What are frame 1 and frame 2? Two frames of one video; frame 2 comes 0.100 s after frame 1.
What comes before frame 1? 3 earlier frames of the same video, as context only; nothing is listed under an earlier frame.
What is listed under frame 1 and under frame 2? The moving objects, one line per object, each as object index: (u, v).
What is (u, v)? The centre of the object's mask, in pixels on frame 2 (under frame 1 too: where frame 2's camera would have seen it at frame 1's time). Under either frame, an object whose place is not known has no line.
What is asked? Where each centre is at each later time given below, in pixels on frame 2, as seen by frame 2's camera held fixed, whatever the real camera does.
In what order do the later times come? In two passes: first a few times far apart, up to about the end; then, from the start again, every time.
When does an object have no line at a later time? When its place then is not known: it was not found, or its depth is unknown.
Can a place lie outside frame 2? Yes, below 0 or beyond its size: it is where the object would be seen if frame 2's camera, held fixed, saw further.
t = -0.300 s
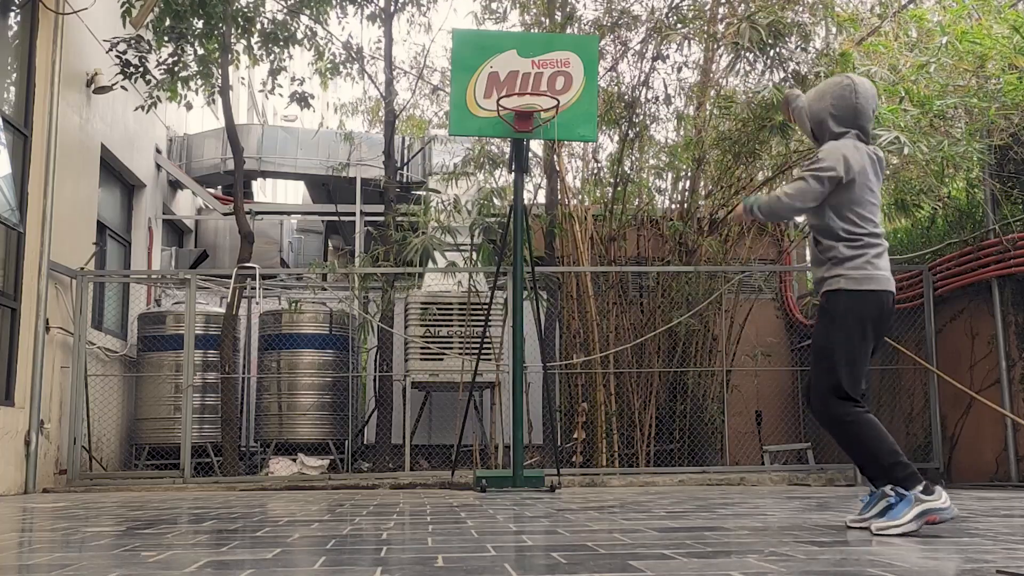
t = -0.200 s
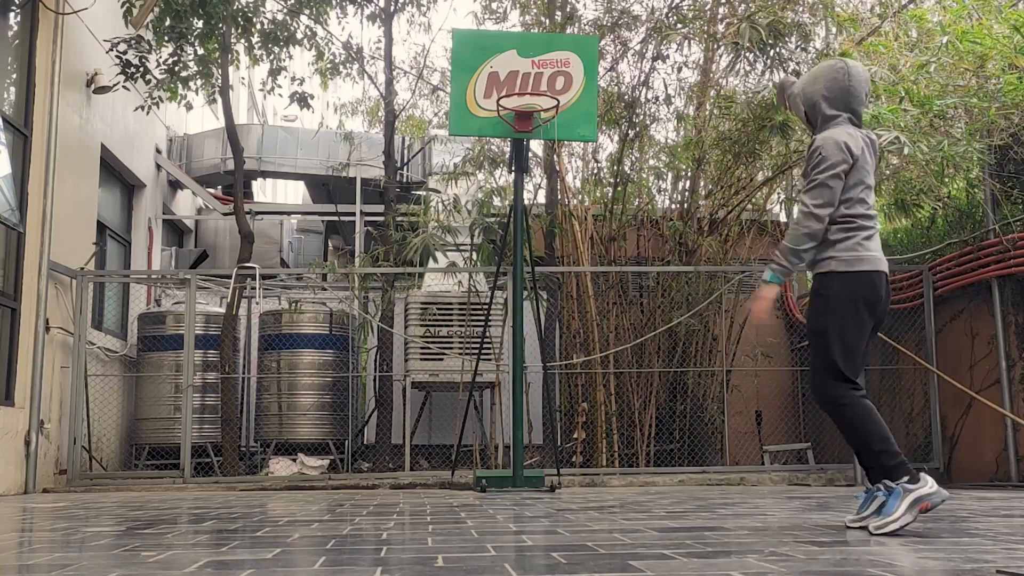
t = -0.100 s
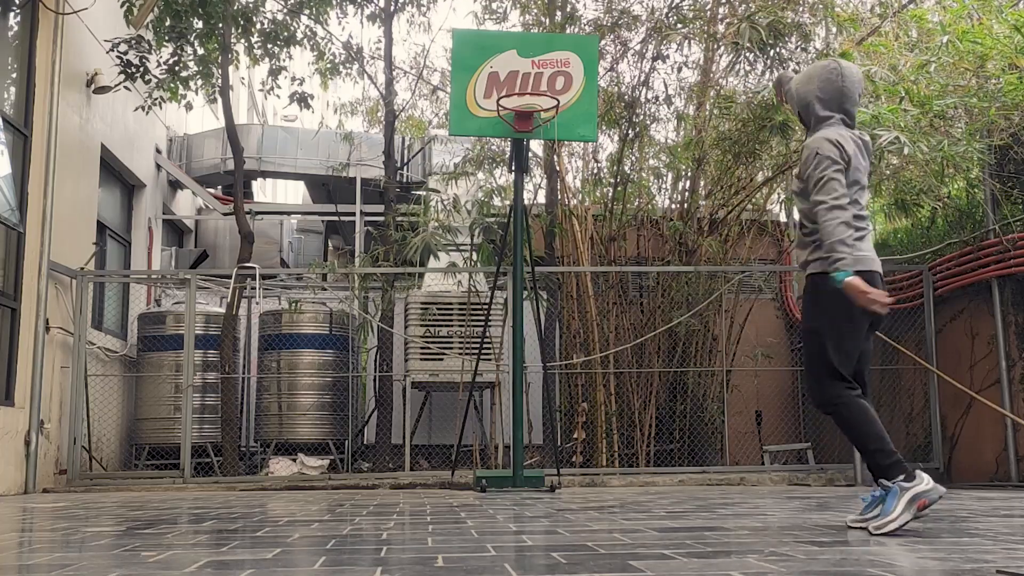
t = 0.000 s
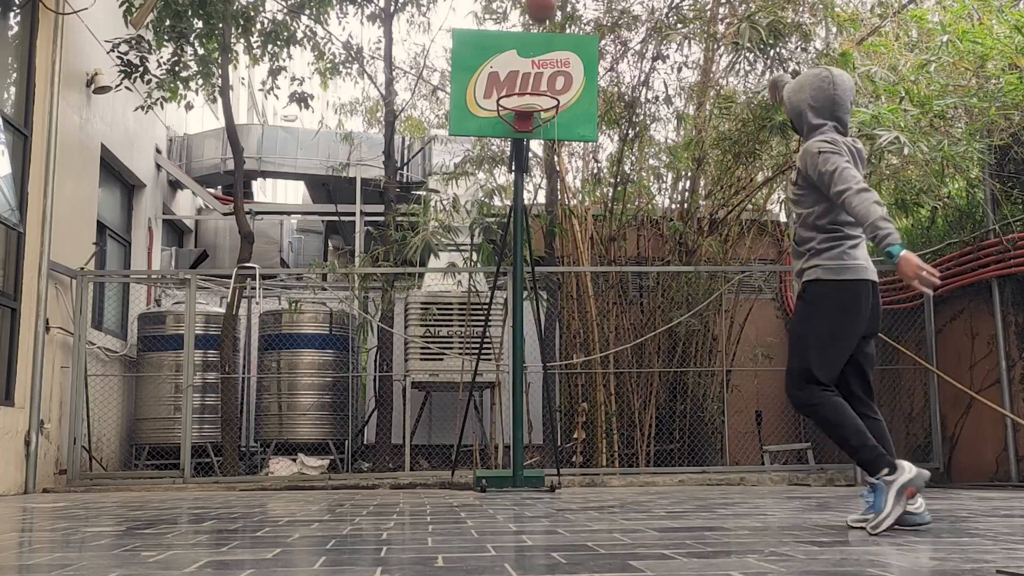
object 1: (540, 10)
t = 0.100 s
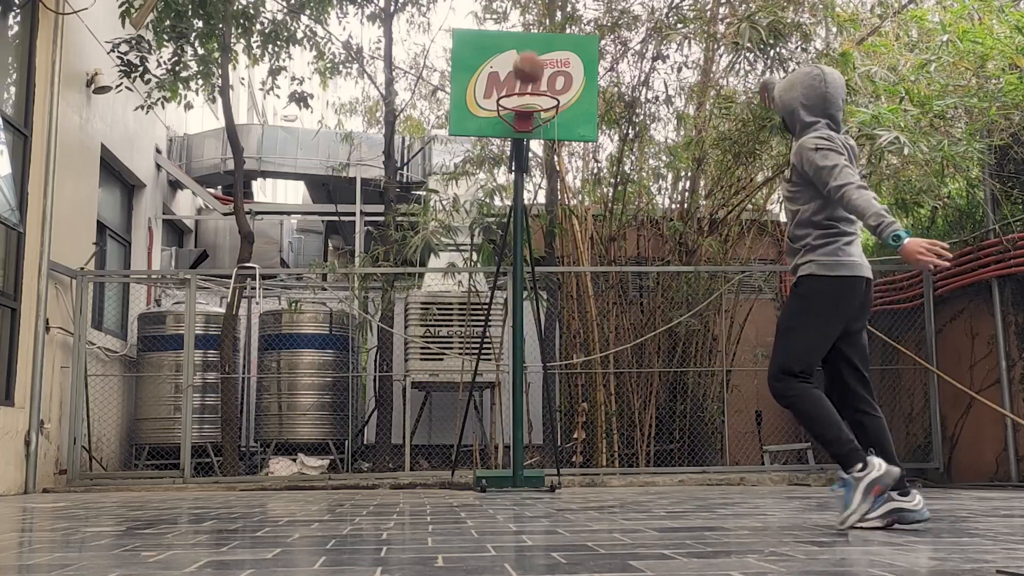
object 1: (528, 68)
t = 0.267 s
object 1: (511, 188)
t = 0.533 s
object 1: (485, 423)
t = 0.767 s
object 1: (492, 356)
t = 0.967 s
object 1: (503, 270)
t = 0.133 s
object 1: (525, 90)
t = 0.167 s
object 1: (521, 115)
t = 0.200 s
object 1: (518, 136)
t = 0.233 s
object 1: (515, 161)
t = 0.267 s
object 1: (511, 188)
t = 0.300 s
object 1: (508, 216)
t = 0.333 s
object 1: (503, 242)
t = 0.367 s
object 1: (500, 270)
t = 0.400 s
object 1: (498, 298)
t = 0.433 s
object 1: (493, 329)
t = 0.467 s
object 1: (490, 360)
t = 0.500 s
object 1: (488, 390)
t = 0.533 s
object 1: (485, 423)
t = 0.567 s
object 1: (482, 457)
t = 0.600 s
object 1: (481, 468)
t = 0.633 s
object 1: (484, 442)
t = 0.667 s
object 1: (485, 419)
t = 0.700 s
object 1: (487, 396)
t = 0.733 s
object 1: (489, 376)
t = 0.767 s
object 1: (492, 356)
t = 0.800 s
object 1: (494, 338)
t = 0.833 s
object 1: (497, 323)
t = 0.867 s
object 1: (499, 308)
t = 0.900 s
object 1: (502, 294)
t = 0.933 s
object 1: (504, 282)
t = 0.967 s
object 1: (503, 270)
